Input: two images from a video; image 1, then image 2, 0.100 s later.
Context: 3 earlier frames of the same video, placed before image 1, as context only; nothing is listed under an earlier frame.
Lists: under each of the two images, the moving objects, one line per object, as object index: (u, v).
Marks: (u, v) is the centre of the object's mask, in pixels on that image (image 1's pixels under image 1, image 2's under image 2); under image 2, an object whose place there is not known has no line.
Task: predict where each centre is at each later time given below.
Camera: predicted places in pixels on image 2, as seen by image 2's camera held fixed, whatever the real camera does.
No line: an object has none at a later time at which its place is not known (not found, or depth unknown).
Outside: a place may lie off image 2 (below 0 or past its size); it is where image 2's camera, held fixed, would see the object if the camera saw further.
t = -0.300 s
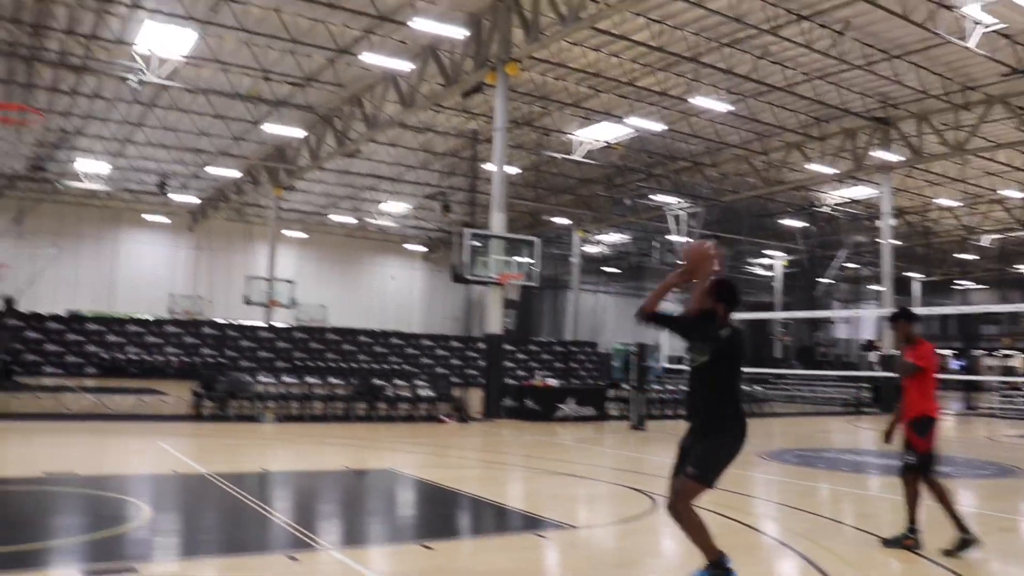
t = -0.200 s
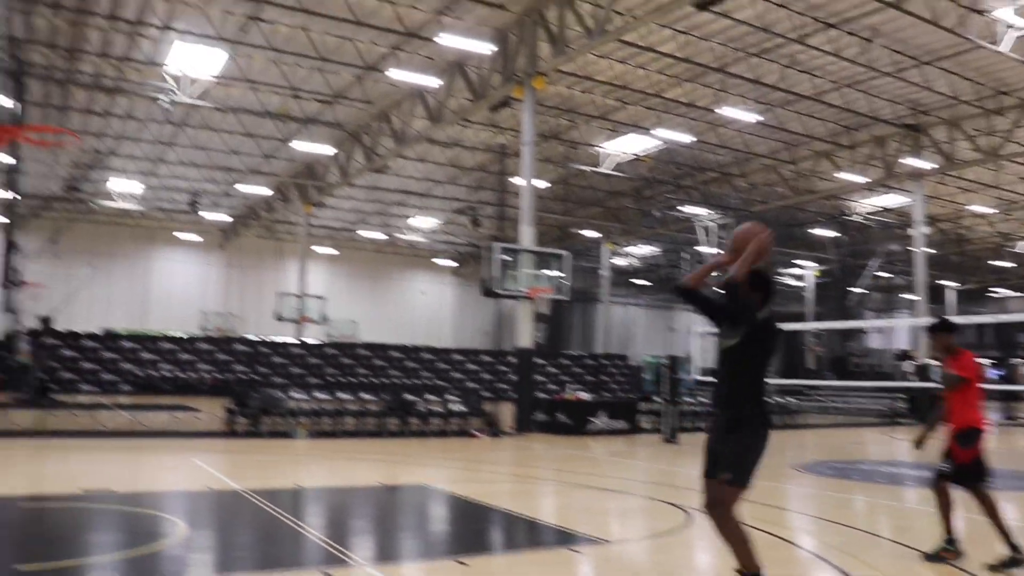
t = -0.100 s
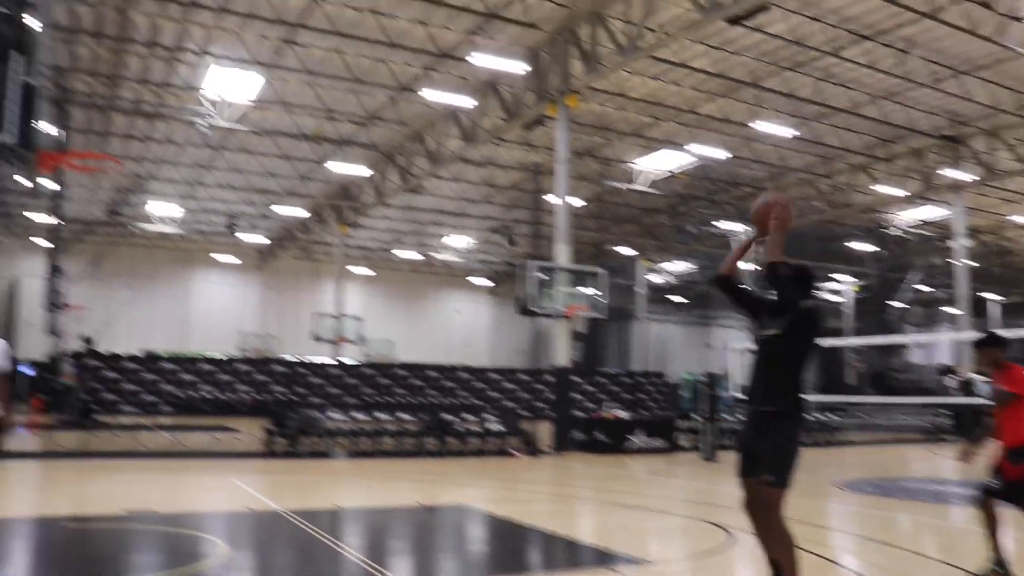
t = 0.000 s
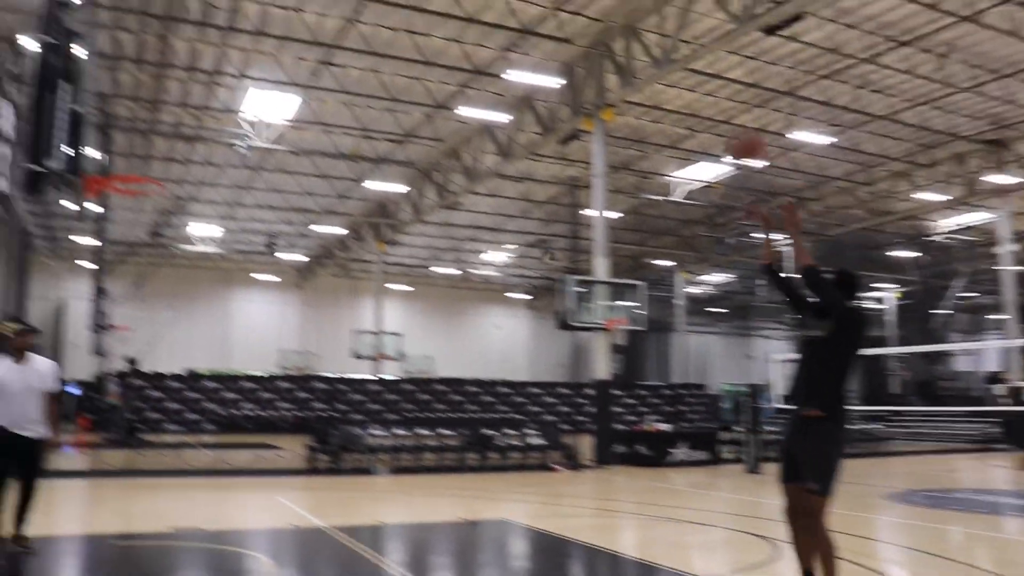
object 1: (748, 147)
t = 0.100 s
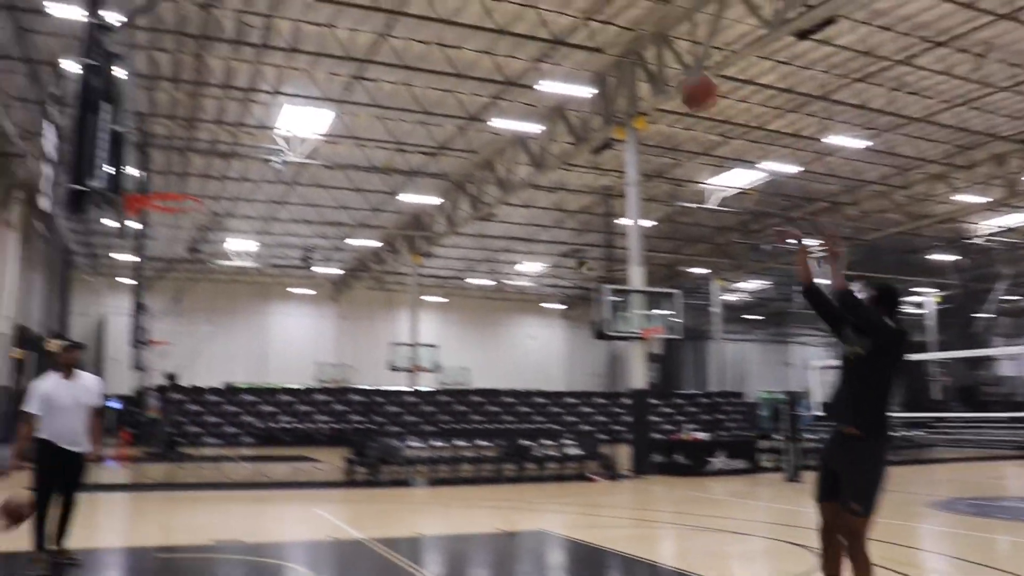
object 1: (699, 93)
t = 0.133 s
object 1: (676, 77)
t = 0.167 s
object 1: (652, 64)
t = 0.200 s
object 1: (628, 52)
